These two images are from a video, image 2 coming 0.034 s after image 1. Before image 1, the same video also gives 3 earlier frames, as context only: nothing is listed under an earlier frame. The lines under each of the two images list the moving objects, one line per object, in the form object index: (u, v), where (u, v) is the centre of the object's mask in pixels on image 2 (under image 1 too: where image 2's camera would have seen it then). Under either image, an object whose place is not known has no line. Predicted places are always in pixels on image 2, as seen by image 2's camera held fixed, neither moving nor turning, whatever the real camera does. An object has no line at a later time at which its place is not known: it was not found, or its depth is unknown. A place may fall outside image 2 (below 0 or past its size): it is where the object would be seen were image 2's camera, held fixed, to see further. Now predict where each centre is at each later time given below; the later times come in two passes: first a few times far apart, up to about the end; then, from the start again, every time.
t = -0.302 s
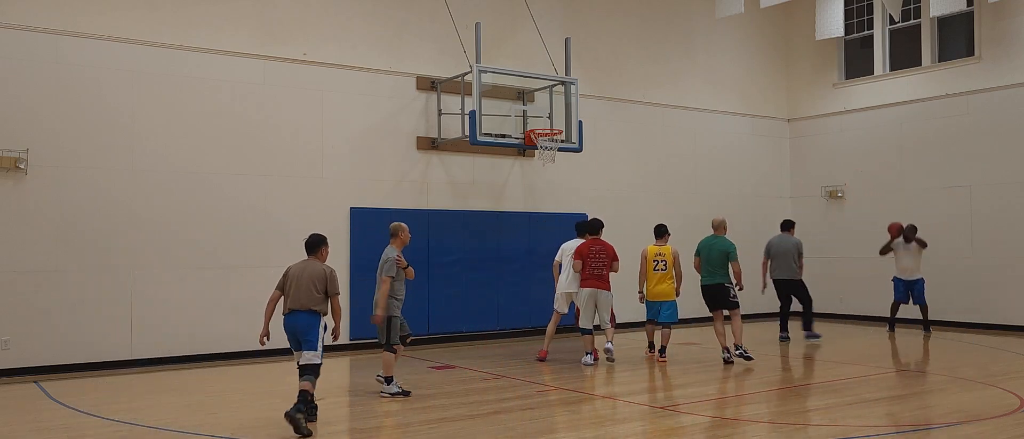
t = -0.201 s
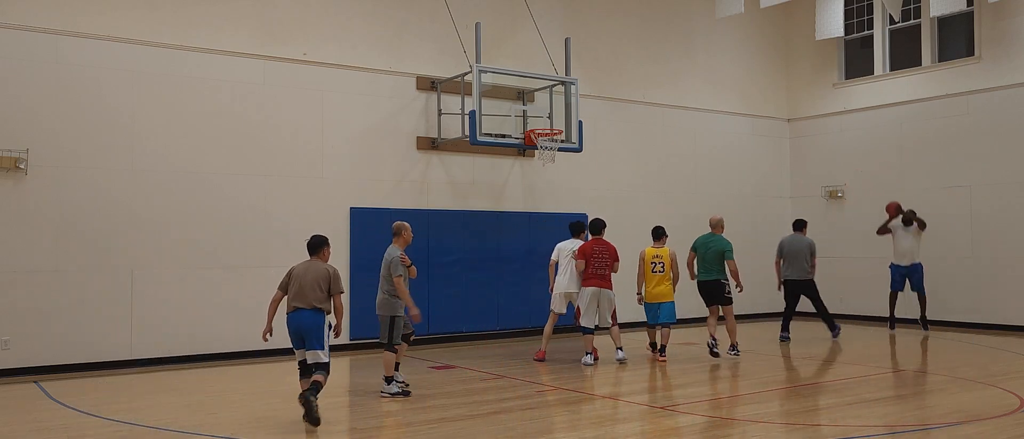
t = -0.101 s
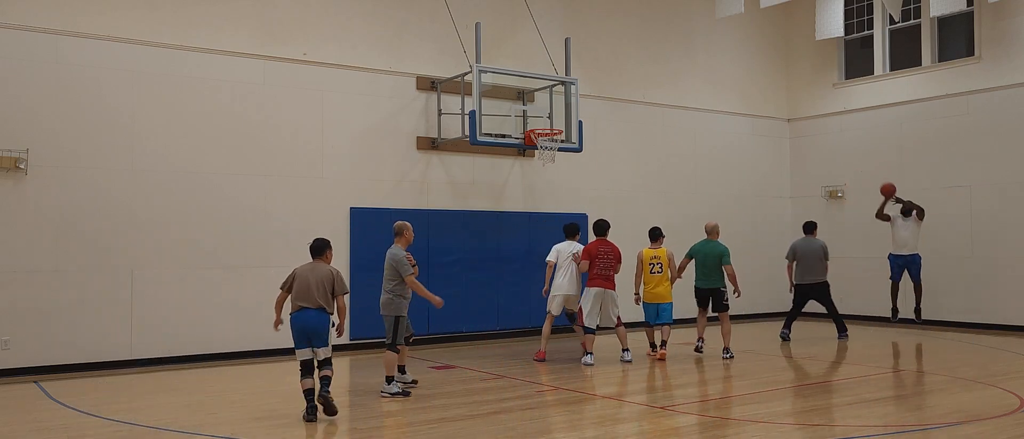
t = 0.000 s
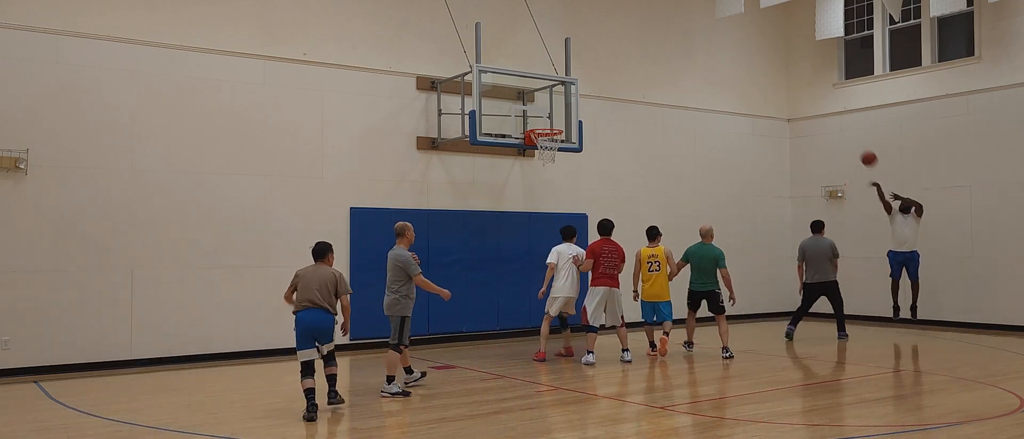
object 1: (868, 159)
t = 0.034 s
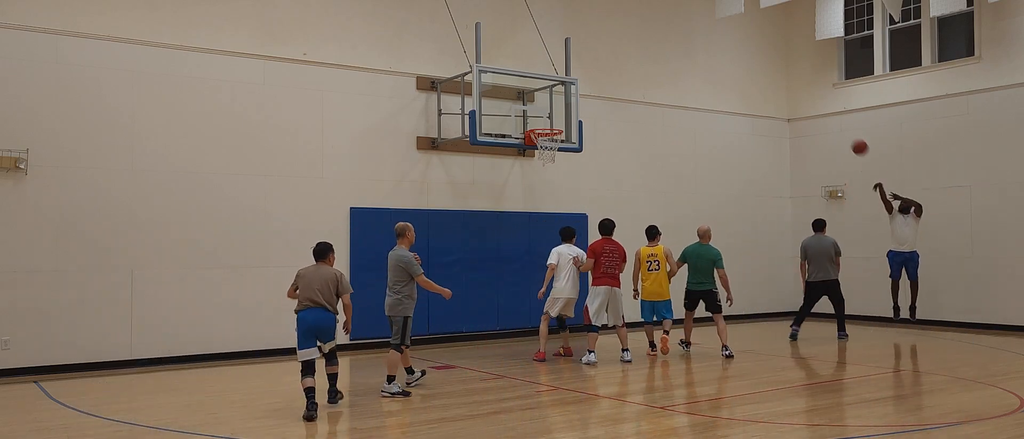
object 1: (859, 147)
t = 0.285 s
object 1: (791, 82)
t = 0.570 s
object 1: (712, 53)
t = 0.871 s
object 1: (625, 77)
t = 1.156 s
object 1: (582, 122)
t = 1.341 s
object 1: (628, 120)
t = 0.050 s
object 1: (855, 142)
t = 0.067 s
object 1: (850, 137)
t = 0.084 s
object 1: (846, 132)
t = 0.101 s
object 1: (841, 127)
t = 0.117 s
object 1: (837, 122)
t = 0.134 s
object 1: (832, 117)
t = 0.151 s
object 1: (827, 113)
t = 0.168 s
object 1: (823, 108)
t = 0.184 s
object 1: (819, 104)
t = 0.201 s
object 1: (814, 100)
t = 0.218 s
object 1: (809, 96)
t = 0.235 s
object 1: (805, 93)
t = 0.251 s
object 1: (800, 89)
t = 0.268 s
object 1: (796, 86)
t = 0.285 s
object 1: (791, 82)
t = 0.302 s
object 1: (786, 79)
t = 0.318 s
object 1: (782, 76)
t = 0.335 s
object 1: (777, 74)
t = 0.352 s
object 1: (773, 71)
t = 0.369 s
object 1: (768, 69)
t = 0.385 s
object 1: (764, 66)
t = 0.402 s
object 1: (759, 64)
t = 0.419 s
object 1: (754, 63)
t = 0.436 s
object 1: (750, 61)
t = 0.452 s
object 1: (745, 59)
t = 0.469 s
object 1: (740, 58)
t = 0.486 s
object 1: (736, 56)
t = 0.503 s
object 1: (731, 55)
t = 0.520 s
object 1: (726, 54)
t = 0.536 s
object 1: (722, 53)
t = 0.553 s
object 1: (717, 53)
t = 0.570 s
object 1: (712, 53)
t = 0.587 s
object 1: (707, 52)
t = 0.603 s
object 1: (703, 52)
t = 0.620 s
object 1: (698, 53)
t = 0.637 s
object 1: (693, 53)
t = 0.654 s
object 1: (689, 53)
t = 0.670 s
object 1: (684, 54)
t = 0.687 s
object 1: (679, 55)
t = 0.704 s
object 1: (674, 56)
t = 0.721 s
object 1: (669, 57)
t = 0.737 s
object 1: (664, 59)
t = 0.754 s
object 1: (660, 60)
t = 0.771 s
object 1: (655, 62)
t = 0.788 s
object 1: (650, 64)
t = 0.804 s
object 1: (645, 66)
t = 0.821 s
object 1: (640, 68)
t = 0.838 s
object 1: (635, 71)
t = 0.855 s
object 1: (630, 74)
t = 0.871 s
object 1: (625, 77)
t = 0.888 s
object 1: (620, 80)
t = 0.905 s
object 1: (615, 83)
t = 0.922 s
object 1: (610, 86)
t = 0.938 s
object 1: (605, 90)
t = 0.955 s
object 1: (600, 94)
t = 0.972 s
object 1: (595, 98)
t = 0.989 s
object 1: (590, 102)
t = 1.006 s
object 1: (585, 107)
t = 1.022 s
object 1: (580, 111)
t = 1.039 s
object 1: (575, 116)
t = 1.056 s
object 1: (570, 121)
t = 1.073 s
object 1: (565, 126)
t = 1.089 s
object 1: (565, 127)
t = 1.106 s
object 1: (569, 126)
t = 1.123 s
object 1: (574, 125)
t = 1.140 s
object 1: (578, 123)
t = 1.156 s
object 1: (582, 122)
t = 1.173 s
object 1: (587, 121)
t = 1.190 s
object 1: (591, 120)
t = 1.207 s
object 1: (595, 119)
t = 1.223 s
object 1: (600, 119)
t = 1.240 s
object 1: (604, 118)
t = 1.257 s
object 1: (608, 118)
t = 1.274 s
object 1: (612, 118)
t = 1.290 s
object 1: (616, 119)
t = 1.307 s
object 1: (621, 119)
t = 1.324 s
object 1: (625, 119)
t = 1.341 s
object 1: (628, 120)
